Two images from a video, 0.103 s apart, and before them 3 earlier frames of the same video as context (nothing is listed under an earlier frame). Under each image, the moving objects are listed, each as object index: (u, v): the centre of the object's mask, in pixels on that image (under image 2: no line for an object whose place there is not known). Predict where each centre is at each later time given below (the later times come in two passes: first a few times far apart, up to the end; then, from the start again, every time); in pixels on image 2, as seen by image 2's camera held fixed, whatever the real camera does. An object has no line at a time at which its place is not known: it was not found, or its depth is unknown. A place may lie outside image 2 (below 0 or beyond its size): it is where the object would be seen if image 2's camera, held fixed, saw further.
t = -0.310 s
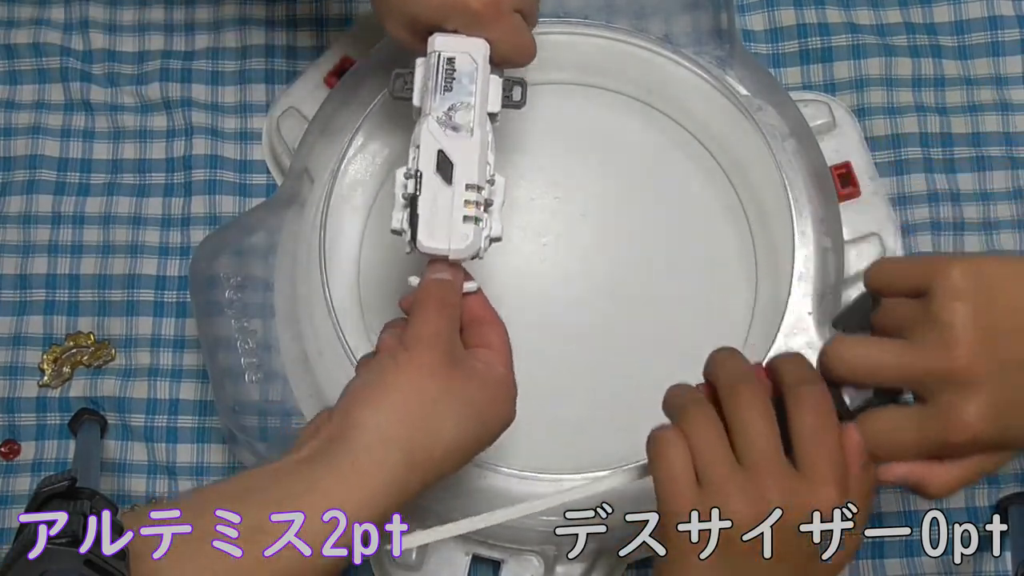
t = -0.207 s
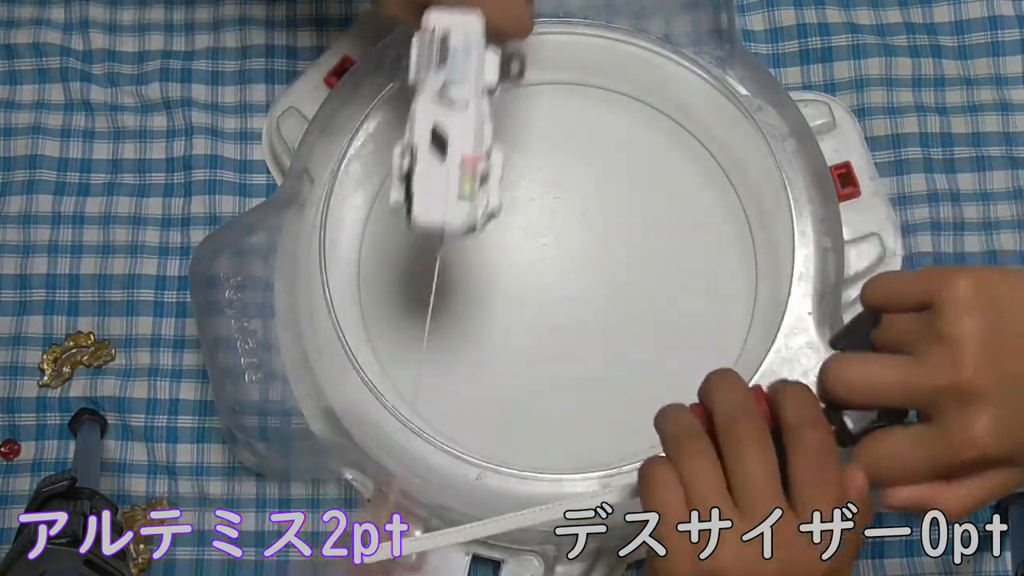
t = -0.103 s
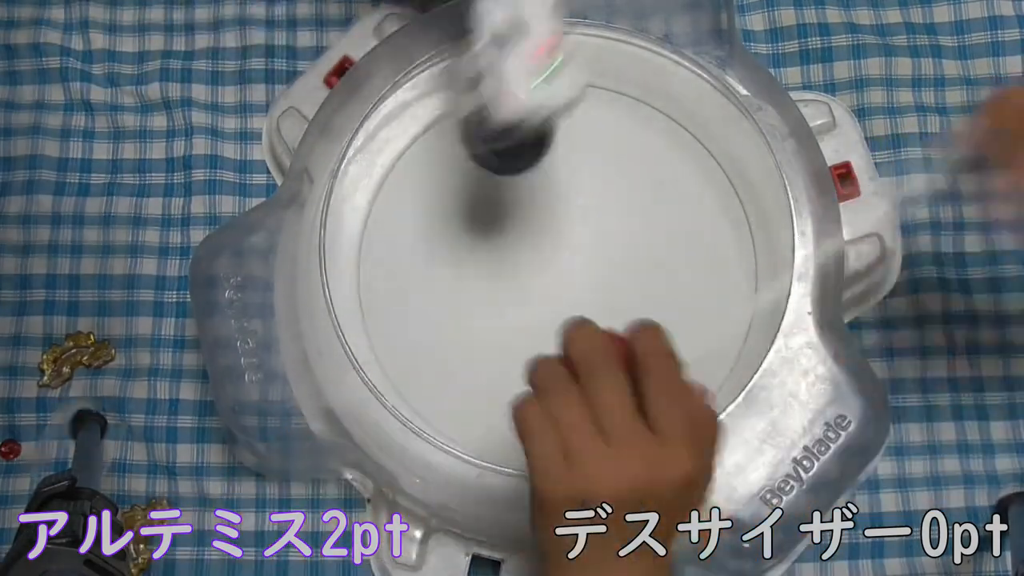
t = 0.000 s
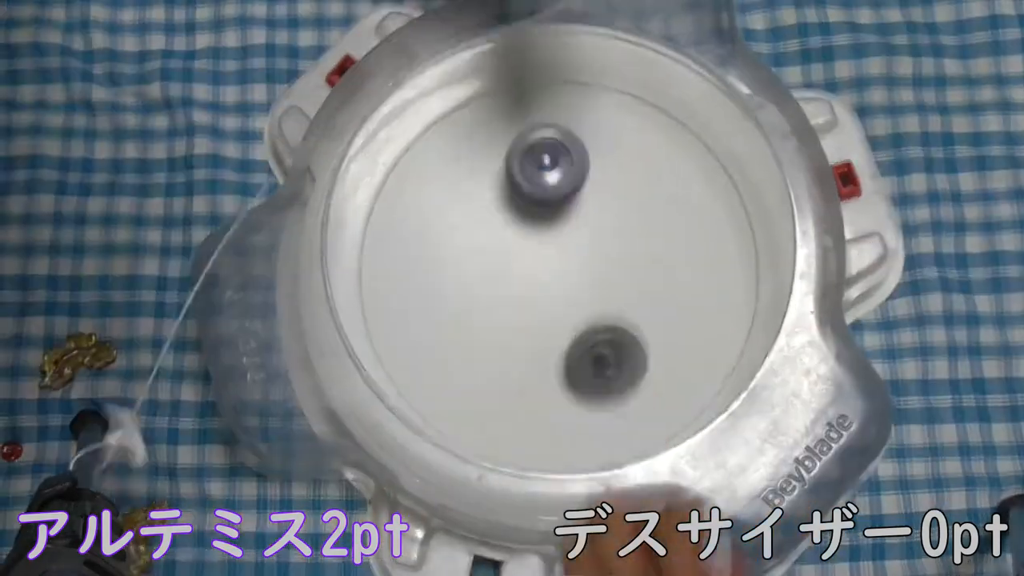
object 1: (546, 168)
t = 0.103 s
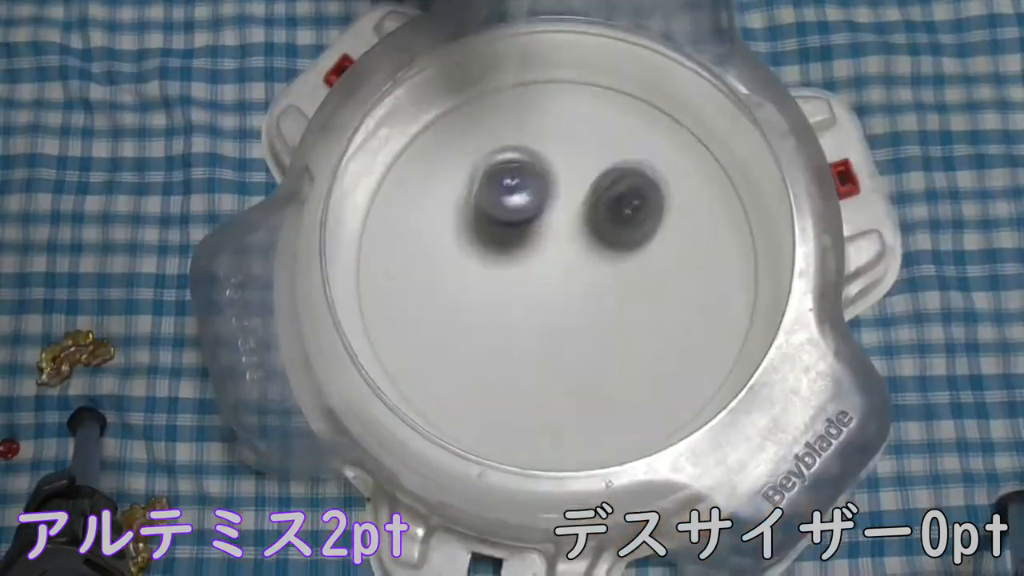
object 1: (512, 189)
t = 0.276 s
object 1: (403, 274)
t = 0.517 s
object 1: (586, 434)
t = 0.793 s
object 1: (562, 80)
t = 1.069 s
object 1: (558, 444)
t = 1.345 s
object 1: (635, 205)
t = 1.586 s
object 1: (431, 310)
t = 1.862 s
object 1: (747, 319)
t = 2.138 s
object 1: (502, 90)
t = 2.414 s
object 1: (493, 442)
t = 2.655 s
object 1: (744, 270)
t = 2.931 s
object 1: (414, 150)
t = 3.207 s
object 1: (556, 434)
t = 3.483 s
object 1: (730, 173)
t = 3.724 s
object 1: (440, 125)
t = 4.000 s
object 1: (543, 420)
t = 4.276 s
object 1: (754, 227)
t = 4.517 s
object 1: (519, 94)
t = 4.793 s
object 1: (437, 362)
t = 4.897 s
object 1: (571, 435)
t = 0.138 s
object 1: (478, 197)
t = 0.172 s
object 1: (454, 202)
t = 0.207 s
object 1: (434, 222)
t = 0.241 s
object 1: (415, 245)
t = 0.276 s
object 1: (403, 274)
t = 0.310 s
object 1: (400, 307)
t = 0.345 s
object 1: (406, 348)
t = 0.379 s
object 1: (425, 382)
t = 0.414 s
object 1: (455, 412)
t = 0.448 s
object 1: (492, 430)
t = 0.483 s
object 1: (537, 436)
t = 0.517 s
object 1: (586, 434)
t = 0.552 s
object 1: (635, 417)
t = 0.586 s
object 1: (678, 380)
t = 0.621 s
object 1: (708, 333)
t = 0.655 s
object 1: (723, 281)
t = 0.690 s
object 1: (722, 225)
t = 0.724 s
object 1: (676, 121)
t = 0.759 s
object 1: (626, 93)
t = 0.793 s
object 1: (562, 80)
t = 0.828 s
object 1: (495, 93)
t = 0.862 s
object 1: (431, 130)
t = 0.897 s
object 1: (387, 189)
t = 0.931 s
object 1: (369, 265)
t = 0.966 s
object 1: (385, 340)
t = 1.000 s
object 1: (431, 396)
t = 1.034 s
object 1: (488, 436)
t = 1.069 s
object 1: (558, 444)
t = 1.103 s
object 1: (625, 433)
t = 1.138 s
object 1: (685, 402)
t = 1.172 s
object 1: (727, 356)
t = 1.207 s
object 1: (750, 294)
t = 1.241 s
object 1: (730, 267)
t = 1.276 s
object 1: (697, 246)
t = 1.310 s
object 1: (666, 224)
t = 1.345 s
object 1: (635, 205)
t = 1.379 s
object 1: (600, 191)
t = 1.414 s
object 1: (563, 186)
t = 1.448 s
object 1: (521, 188)
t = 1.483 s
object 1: (480, 202)
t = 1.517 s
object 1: (445, 226)
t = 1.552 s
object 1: (434, 266)
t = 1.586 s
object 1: (431, 310)
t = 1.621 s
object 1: (439, 358)
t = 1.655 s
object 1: (464, 401)
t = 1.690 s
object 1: (495, 428)
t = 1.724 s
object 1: (543, 444)
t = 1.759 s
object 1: (648, 427)
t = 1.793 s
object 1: (690, 401)
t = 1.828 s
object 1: (726, 360)
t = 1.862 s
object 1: (747, 319)
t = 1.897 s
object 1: (755, 271)
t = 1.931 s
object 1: (748, 225)
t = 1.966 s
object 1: (726, 180)
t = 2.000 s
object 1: (695, 144)
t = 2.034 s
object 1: (656, 111)
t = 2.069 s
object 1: (605, 93)
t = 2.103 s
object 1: (555, 86)
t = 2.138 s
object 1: (502, 90)
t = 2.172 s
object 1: (455, 112)
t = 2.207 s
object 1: (412, 149)
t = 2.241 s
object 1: (382, 197)
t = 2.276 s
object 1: (373, 257)
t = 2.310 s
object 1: (378, 317)
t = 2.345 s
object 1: (406, 369)
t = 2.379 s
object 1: (445, 413)
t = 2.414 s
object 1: (493, 442)
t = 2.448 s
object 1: (553, 444)
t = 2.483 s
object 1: (601, 440)
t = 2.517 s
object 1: (646, 426)
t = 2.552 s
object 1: (686, 398)
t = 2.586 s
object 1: (719, 360)
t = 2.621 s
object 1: (738, 318)
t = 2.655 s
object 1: (744, 270)
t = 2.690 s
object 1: (737, 220)
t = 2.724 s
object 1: (718, 175)
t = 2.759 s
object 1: (689, 136)
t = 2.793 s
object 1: (608, 78)
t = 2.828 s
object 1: (555, 76)
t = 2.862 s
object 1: (503, 88)
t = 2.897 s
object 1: (454, 113)
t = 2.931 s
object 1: (414, 150)
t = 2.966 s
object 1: (387, 196)
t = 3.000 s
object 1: (375, 249)
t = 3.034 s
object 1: (379, 299)
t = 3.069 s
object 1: (393, 347)
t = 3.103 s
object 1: (421, 385)
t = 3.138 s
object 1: (459, 414)
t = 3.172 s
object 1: (510, 429)
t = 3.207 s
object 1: (556, 434)
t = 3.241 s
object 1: (605, 430)
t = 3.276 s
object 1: (650, 412)
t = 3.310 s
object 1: (689, 382)
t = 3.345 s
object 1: (717, 347)
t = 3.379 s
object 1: (736, 308)
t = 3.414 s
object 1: (744, 263)
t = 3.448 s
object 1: (742, 219)
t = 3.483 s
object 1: (730, 173)
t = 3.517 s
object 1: (709, 133)
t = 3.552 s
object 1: (670, 105)
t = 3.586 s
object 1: (623, 86)
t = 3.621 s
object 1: (576, 78)
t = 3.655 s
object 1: (527, 83)
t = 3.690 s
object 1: (481, 98)
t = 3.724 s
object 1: (440, 125)
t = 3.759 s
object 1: (409, 159)
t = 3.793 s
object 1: (390, 199)
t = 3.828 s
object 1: (387, 284)
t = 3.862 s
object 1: (403, 323)
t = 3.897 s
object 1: (429, 360)
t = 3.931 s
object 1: (461, 389)
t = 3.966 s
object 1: (501, 410)
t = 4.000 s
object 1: (543, 420)
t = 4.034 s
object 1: (588, 421)
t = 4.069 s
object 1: (630, 412)
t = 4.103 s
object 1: (671, 393)
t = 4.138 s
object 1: (703, 367)
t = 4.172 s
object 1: (729, 336)
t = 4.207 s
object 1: (746, 302)
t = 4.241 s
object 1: (755, 266)
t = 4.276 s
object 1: (754, 227)
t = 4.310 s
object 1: (737, 188)
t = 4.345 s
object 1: (718, 147)
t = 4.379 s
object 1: (684, 115)
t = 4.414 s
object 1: (646, 94)
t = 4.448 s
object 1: (603, 84)
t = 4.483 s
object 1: (560, 84)
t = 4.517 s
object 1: (519, 94)
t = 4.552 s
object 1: (482, 114)
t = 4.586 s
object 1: (449, 142)
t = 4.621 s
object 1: (425, 175)
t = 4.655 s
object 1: (409, 214)
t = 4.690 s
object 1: (402, 253)
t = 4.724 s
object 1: (405, 291)
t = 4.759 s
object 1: (417, 328)
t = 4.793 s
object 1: (437, 362)
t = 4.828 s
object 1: (462, 391)
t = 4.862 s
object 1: (532, 429)
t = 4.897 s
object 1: (571, 435)
